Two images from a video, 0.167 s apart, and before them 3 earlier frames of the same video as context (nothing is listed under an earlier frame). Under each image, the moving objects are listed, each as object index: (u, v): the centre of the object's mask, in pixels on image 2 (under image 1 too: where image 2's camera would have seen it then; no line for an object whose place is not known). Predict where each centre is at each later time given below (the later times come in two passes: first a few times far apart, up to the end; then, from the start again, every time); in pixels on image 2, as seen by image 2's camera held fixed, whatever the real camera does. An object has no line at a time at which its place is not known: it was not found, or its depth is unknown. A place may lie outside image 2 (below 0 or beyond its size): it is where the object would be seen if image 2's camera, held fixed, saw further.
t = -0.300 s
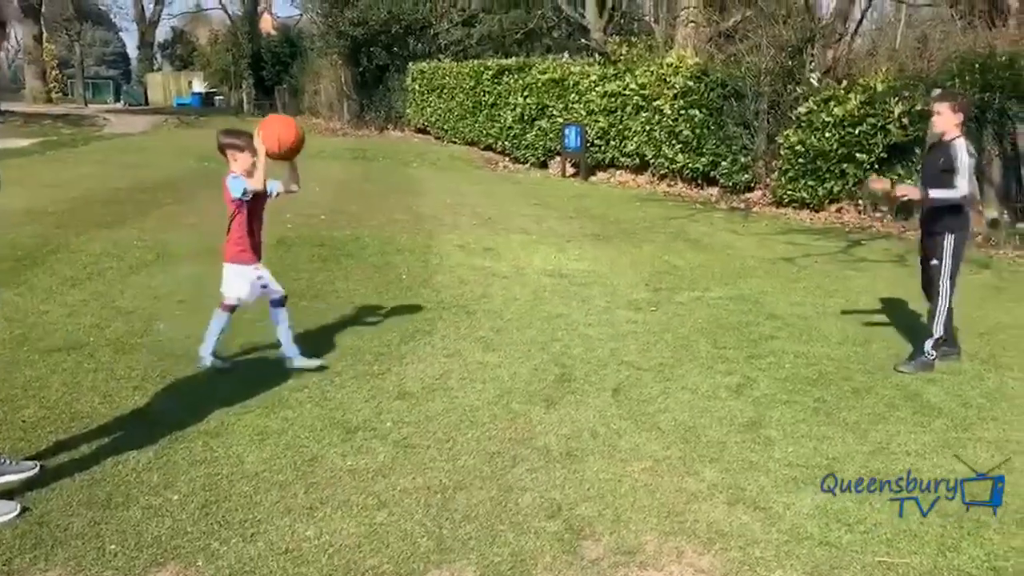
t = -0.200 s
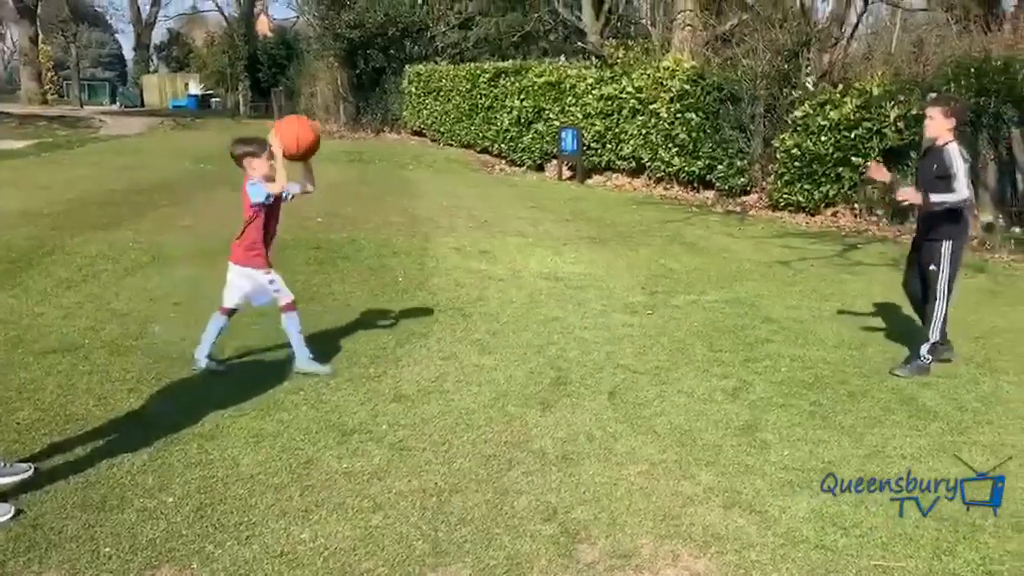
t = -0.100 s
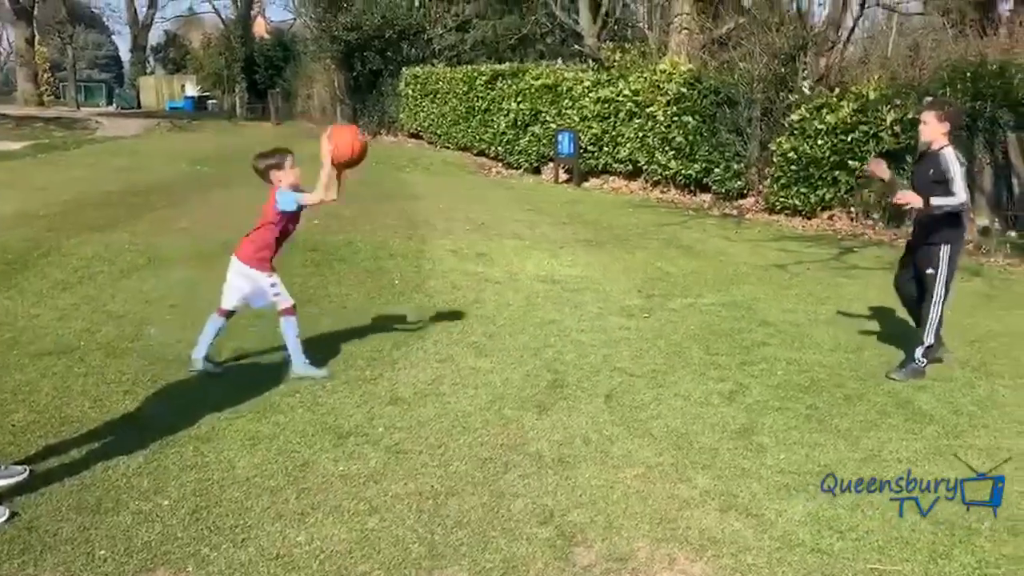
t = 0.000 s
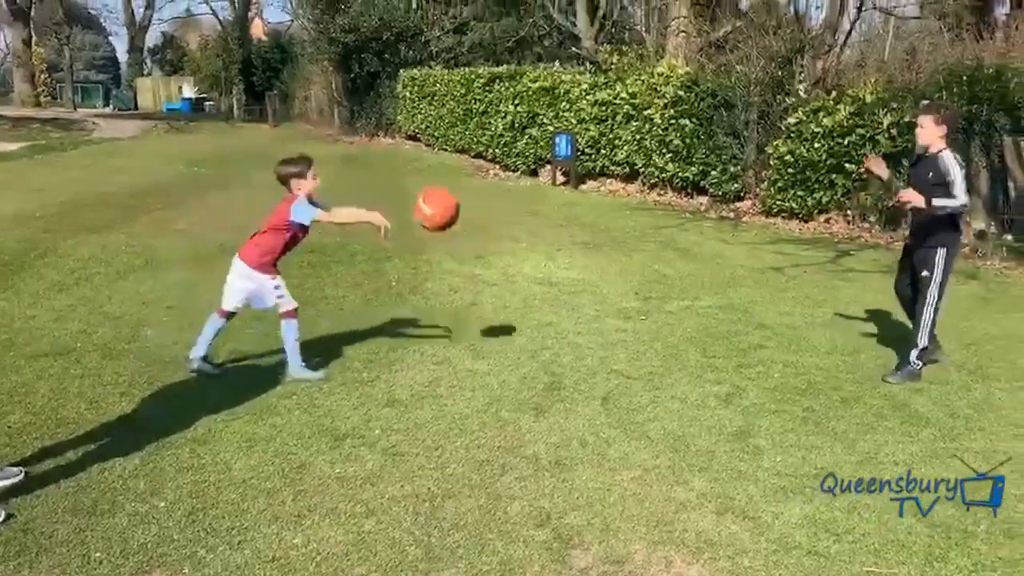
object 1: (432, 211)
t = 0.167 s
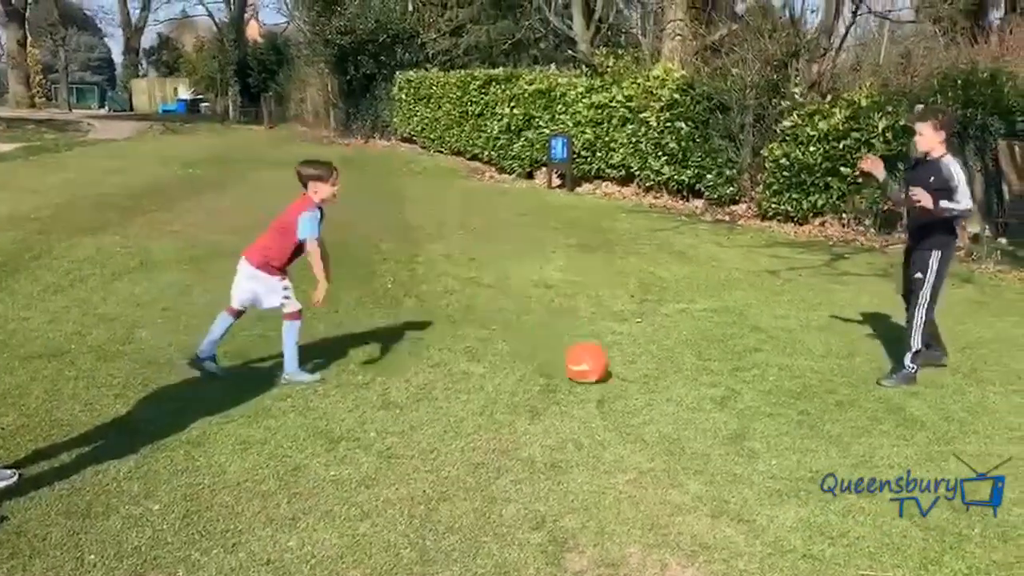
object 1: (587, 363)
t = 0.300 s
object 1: (644, 268)
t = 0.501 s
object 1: (731, 170)
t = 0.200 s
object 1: (601, 341)
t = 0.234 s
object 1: (615, 316)
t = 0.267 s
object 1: (630, 291)
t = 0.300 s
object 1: (644, 268)
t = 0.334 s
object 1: (659, 247)
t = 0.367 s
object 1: (674, 228)
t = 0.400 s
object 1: (687, 211)
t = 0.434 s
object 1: (702, 195)
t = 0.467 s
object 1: (716, 183)
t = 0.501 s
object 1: (731, 170)
